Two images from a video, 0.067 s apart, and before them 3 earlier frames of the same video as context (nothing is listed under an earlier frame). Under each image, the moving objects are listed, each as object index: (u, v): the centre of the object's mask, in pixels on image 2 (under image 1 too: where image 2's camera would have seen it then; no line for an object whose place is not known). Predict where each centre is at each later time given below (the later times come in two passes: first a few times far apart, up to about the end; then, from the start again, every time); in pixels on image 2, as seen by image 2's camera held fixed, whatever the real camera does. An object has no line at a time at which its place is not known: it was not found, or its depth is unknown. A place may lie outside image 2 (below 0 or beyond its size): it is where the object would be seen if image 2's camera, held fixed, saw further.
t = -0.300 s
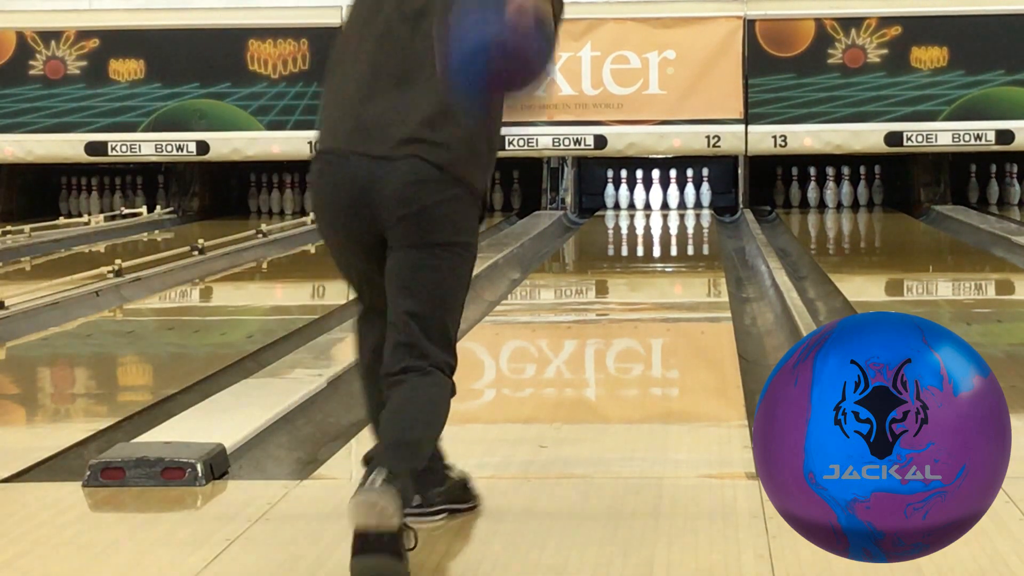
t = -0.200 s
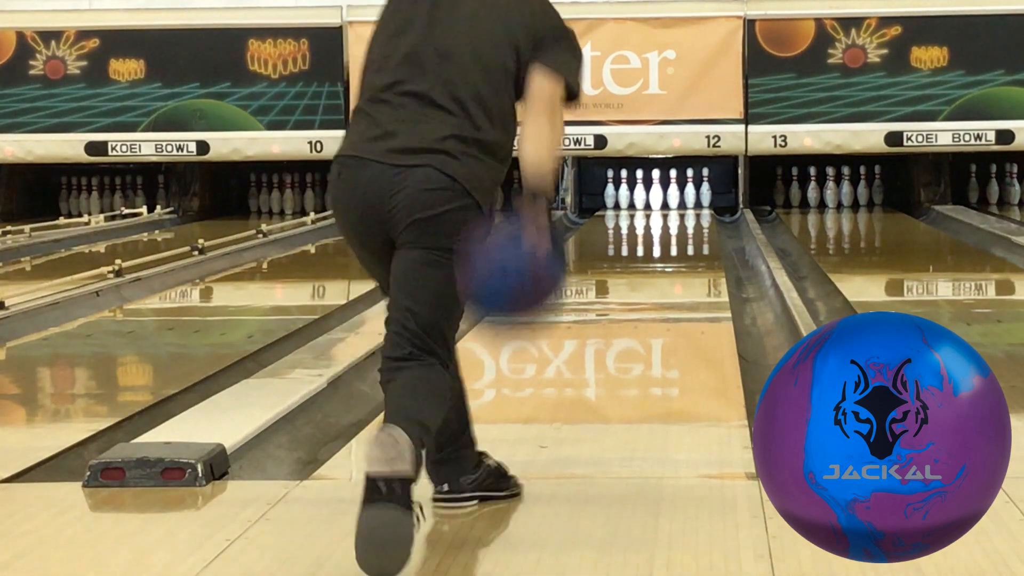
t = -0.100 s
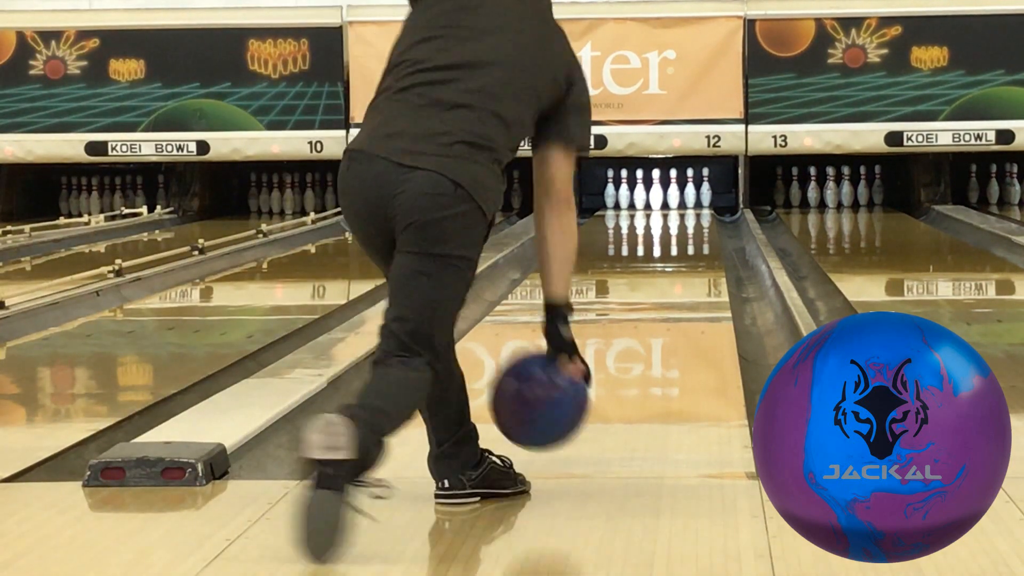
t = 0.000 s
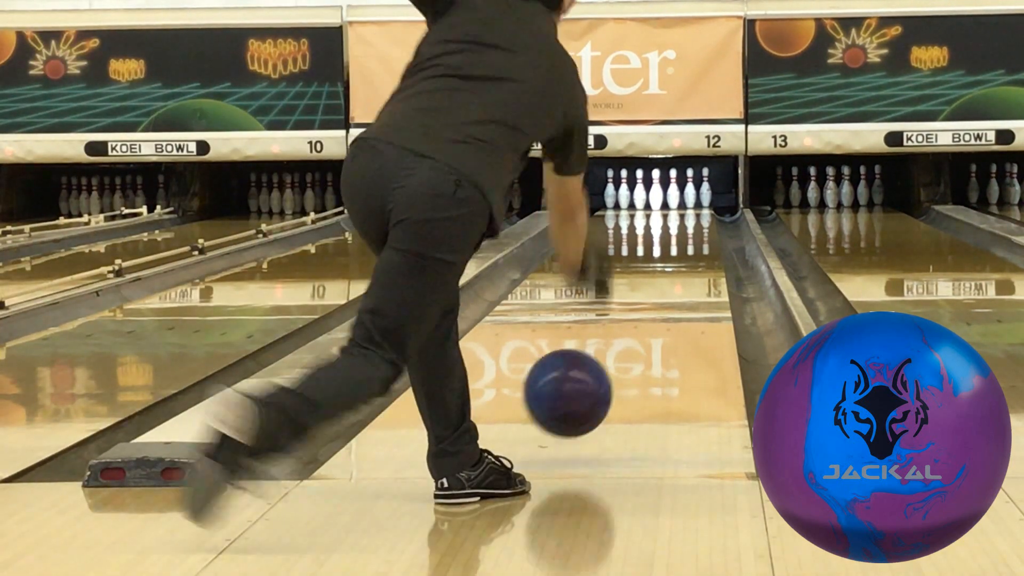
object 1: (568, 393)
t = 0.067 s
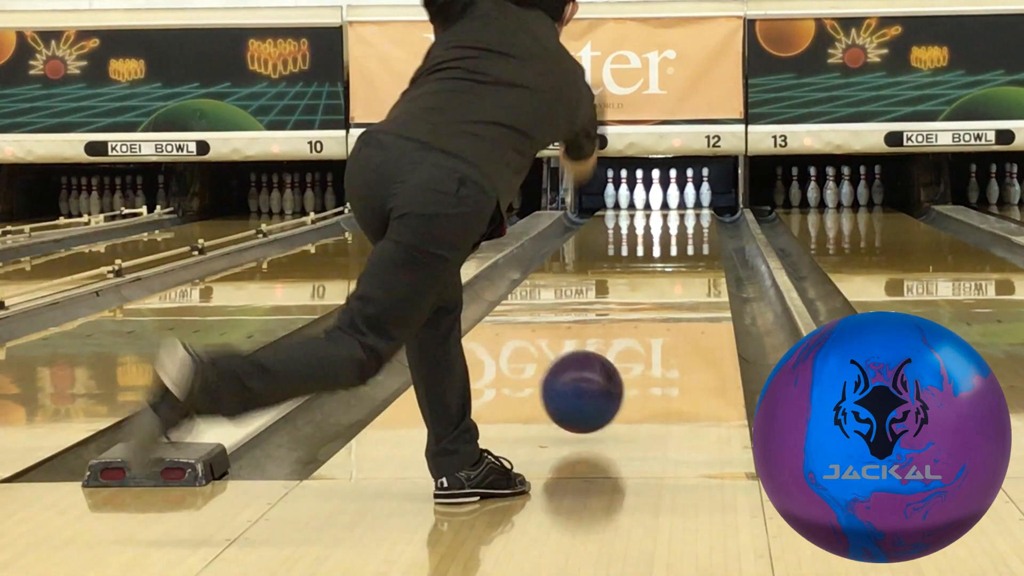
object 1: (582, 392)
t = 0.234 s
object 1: (611, 362)
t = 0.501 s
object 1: (643, 317)
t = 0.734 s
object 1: (662, 290)
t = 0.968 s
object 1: (676, 268)
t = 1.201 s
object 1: (687, 252)
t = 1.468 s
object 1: (694, 238)
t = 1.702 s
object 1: (695, 229)
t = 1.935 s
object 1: (694, 221)
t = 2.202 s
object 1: (688, 212)
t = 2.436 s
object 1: (677, 207)
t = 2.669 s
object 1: (666, 203)
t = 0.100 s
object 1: (589, 392)
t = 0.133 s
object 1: (595, 381)
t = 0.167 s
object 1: (600, 374)
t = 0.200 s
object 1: (606, 370)
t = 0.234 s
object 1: (611, 362)
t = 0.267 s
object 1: (616, 356)
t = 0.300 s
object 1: (621, 350)
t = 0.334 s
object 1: (625, 344)
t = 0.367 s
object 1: (629, 337)
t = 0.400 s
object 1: (632, 332)
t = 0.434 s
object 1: (636, 326)
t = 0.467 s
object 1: (640, 322)
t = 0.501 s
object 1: (643, 317)
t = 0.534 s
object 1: (646, 312)
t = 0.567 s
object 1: (649, 308)
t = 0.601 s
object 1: (652, 304)
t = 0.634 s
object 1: (655, 300)
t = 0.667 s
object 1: (657, 296)
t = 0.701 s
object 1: (660, 293)
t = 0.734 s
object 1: (662, 290)
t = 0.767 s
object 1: (664, 287)
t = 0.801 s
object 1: (667, 283)
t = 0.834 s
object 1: (669, 280)
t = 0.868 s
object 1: (671, 277)
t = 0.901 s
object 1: (673, 274)
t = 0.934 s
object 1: (674, 272)
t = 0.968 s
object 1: (676, 268)
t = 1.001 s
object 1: (678, 266)
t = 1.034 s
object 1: (679, 264)
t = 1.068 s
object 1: (681, 261)
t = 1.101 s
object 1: (683, 259)
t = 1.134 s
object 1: (684, 256)
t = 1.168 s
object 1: (686, 254)
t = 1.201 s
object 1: (687, 252)
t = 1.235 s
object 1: (688, 250)
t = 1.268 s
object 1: (689, 248)
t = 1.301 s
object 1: (690, 246)
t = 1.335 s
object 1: (691, 244)
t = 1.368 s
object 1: (692, 242)
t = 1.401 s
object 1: (693, 241)
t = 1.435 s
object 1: (693, 240)
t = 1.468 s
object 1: (694, 238)
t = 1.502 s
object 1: (694, 237)
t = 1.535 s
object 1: (694, 235)
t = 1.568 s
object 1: (694, 234)
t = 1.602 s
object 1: (695, 233)
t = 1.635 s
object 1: (695, 231)
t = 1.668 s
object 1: (695, 230)
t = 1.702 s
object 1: (695, 229)
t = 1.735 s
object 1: (695, 228)
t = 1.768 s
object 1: (695, 226)
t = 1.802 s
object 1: (695, 225)
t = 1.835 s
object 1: (695, 224)
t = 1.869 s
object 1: (695, 223)
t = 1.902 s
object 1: (695, 222)
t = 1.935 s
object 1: (694, 221)
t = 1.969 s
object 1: (693, 220)
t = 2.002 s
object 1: (693, 219)
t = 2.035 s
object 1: (692, 217)
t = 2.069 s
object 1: (691, 216)
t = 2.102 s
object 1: (691, 215)
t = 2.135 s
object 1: (690, 214)
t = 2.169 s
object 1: (688, 213)
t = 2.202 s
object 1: (688, 212)
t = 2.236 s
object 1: (686, 212)
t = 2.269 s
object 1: (685, 211)
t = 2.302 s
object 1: (683, 210)
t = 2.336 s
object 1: (682, 209)
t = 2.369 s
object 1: (681, 208)
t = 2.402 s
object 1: (679, 207)
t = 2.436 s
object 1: (677, 207)
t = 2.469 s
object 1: (675, 206)
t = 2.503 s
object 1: (674, 206)
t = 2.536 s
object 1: (672, 205)
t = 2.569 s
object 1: (671, 204)
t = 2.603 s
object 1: (669, 204)
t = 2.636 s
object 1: (668, 203)
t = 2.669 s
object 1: (666, 203)
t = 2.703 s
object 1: (664, 202)
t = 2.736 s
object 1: (663, 202)
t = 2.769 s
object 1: (661, 201)
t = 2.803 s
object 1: (659, 201)
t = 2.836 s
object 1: (658, 200)
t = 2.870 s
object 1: (657, 199)
